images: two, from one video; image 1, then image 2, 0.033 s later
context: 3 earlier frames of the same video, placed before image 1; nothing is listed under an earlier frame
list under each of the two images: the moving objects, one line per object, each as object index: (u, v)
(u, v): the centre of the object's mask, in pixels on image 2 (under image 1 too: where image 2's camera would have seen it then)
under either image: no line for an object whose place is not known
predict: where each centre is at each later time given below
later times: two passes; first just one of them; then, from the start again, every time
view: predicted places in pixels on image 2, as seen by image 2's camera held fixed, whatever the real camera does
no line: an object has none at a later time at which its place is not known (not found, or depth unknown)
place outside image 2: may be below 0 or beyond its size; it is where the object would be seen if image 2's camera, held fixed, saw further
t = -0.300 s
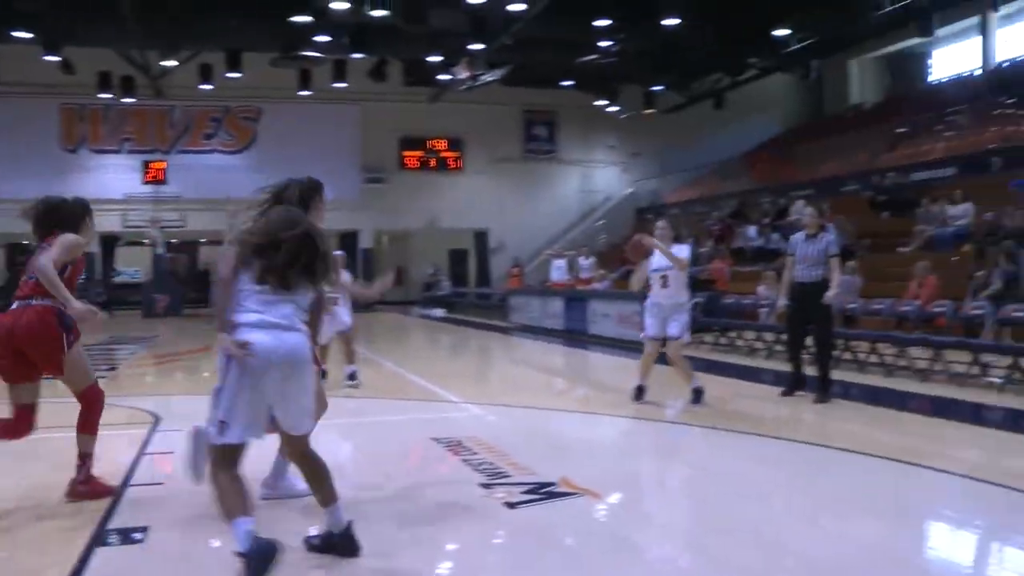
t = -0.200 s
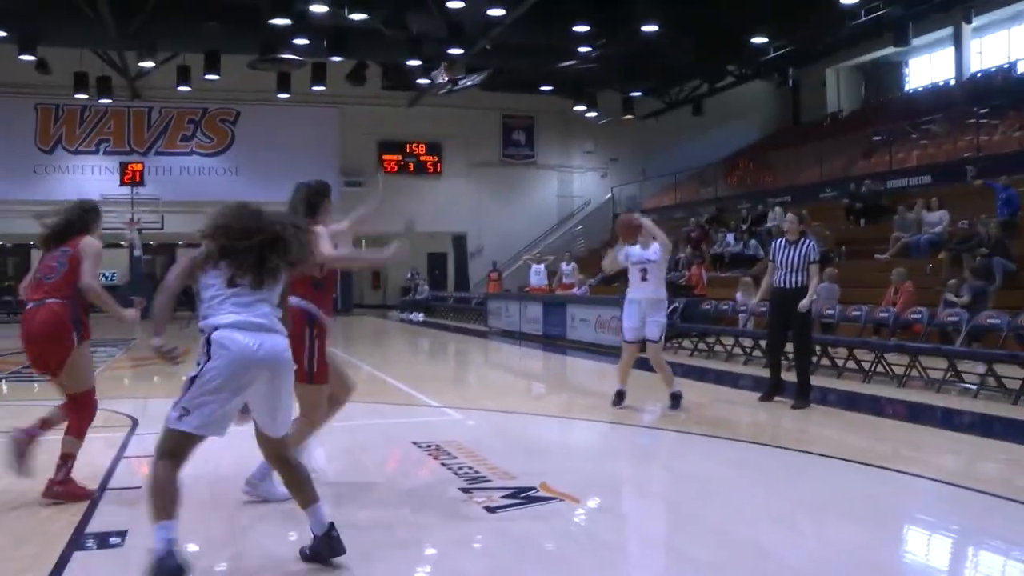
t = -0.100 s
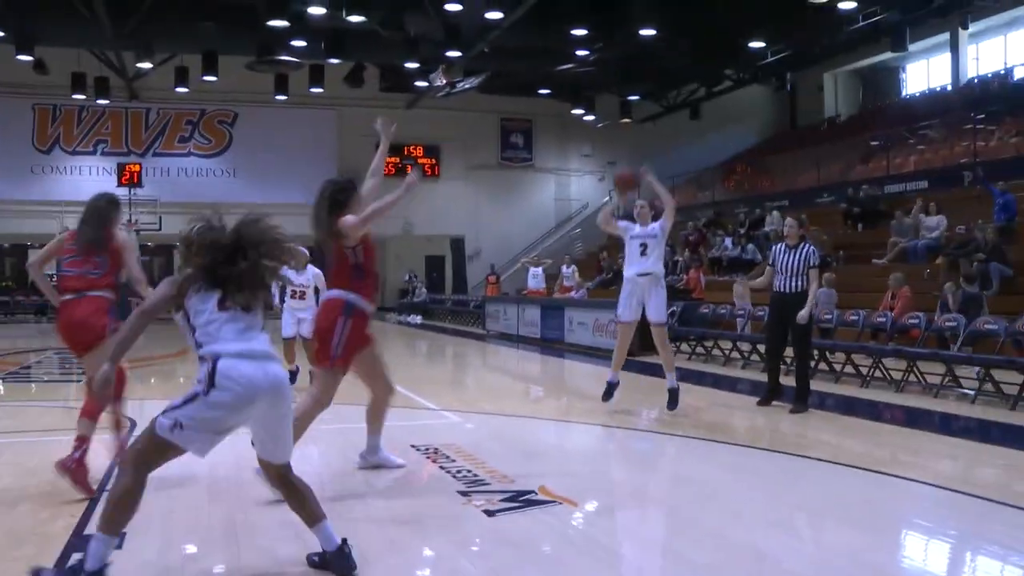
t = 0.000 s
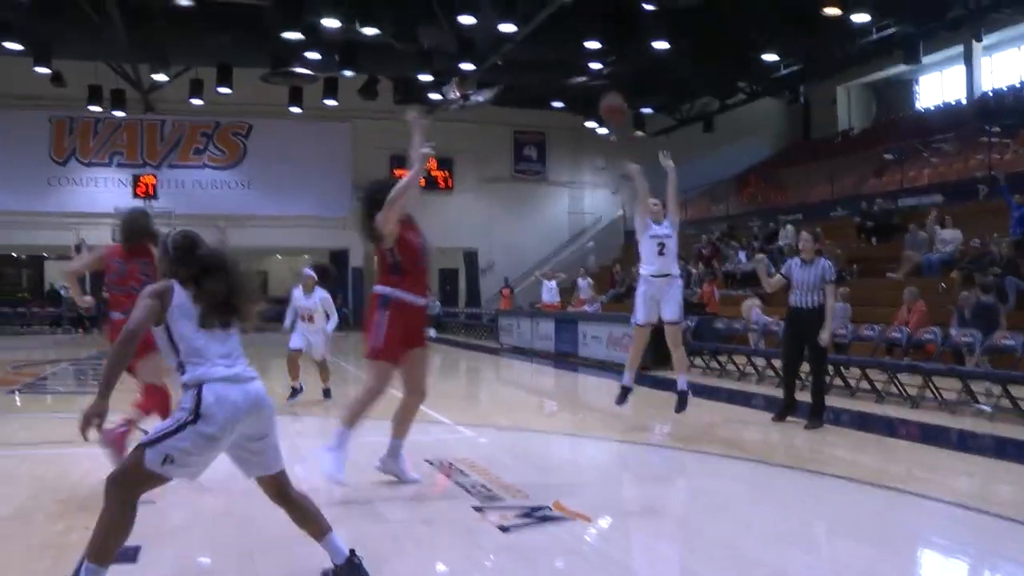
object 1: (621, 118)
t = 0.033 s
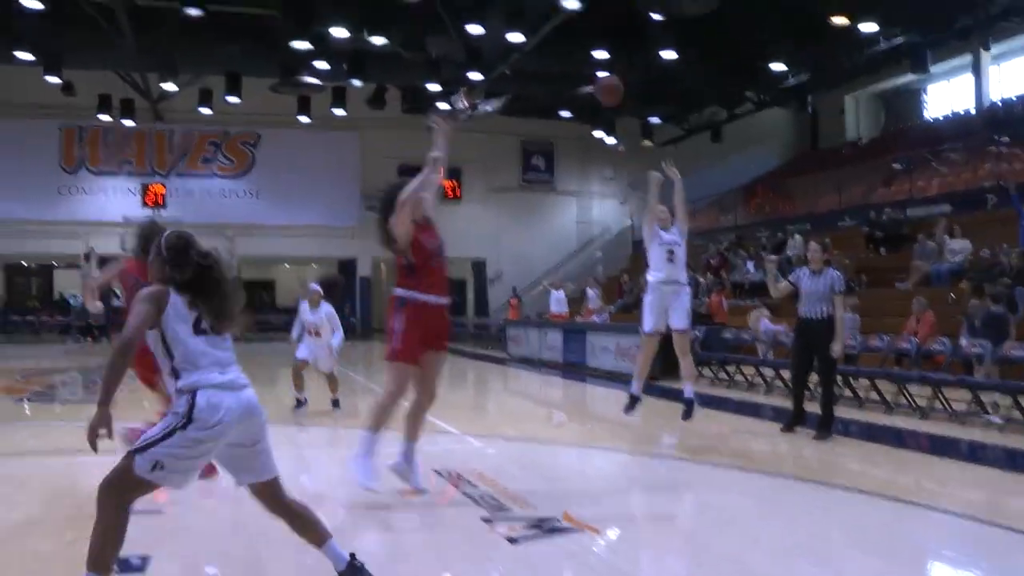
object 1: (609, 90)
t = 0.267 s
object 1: (509, -100)
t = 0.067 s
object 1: (595, 60)
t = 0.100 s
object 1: (582, 33)
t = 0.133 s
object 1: (568, 4)
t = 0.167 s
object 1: (553, -23)
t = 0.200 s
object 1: (539, -50)
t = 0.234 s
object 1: (524, -75)
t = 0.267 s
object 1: (509, -100)
